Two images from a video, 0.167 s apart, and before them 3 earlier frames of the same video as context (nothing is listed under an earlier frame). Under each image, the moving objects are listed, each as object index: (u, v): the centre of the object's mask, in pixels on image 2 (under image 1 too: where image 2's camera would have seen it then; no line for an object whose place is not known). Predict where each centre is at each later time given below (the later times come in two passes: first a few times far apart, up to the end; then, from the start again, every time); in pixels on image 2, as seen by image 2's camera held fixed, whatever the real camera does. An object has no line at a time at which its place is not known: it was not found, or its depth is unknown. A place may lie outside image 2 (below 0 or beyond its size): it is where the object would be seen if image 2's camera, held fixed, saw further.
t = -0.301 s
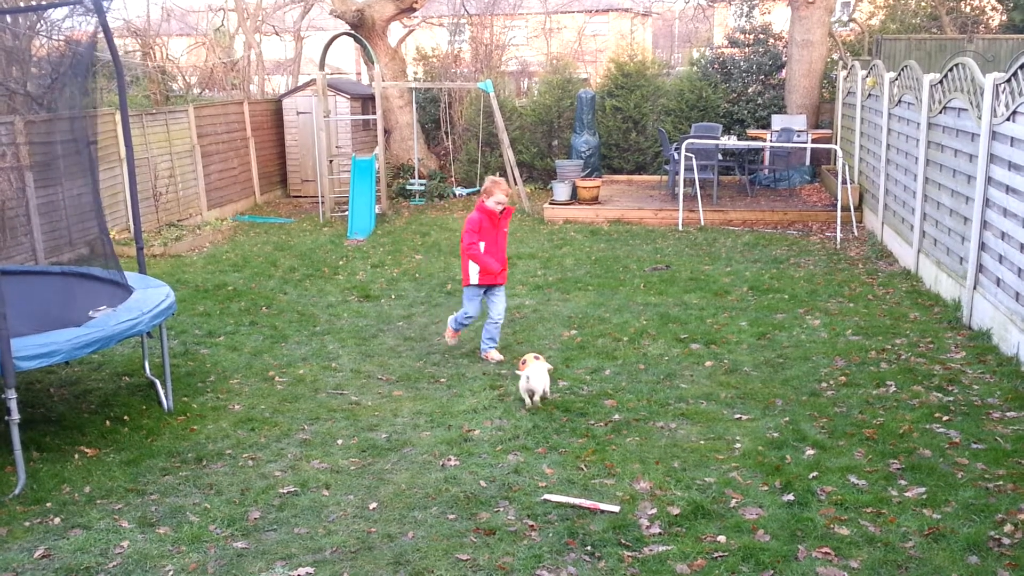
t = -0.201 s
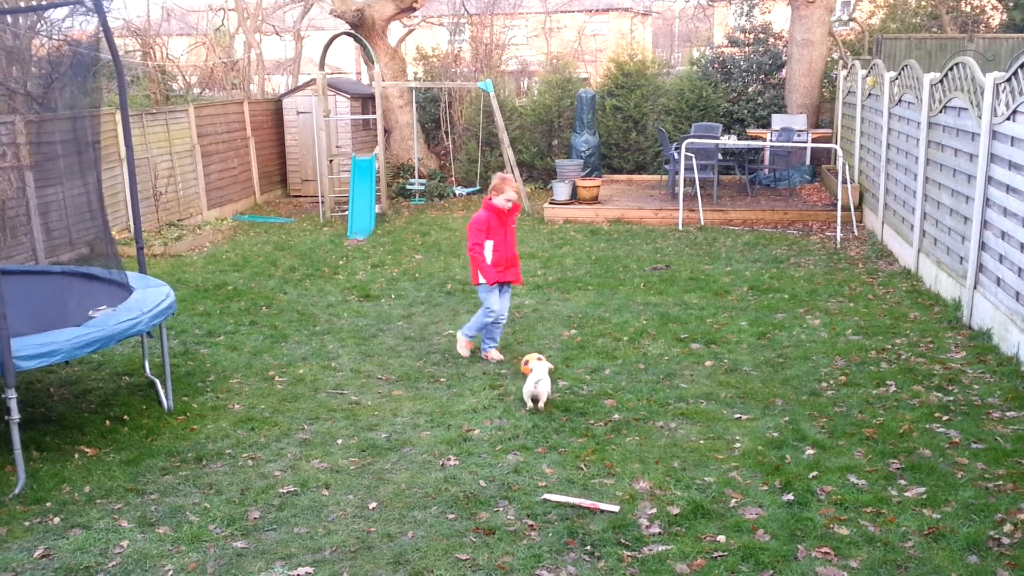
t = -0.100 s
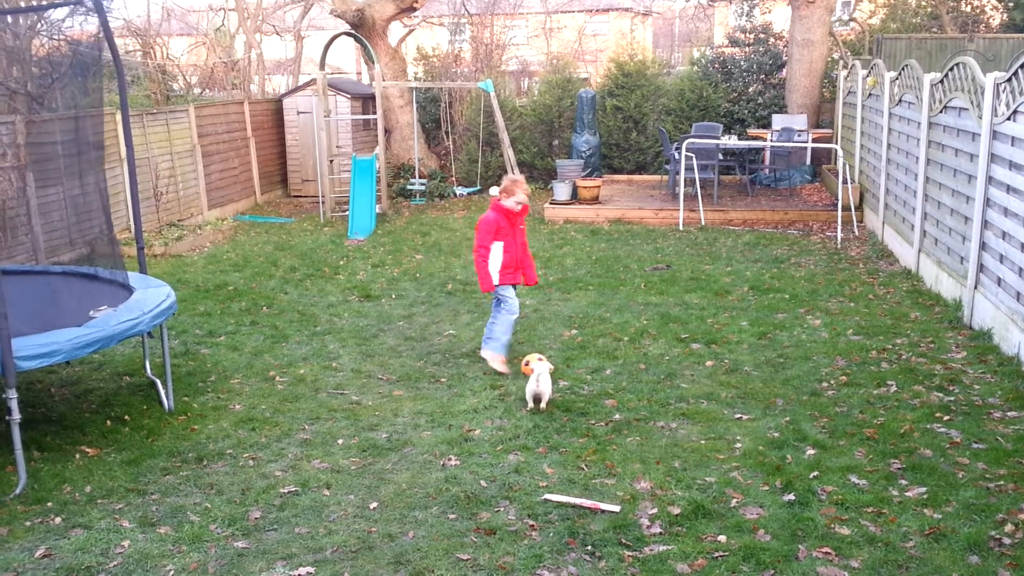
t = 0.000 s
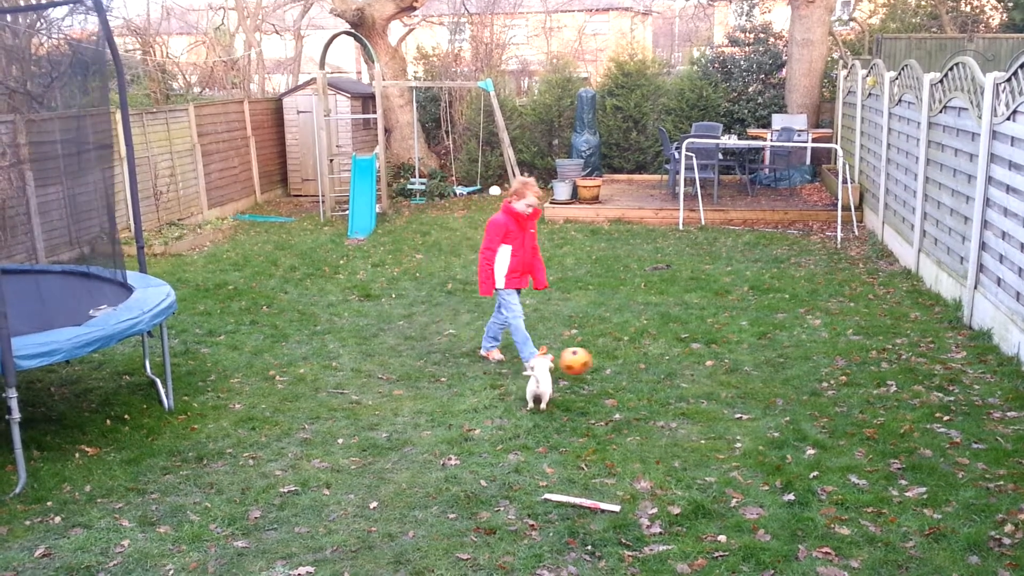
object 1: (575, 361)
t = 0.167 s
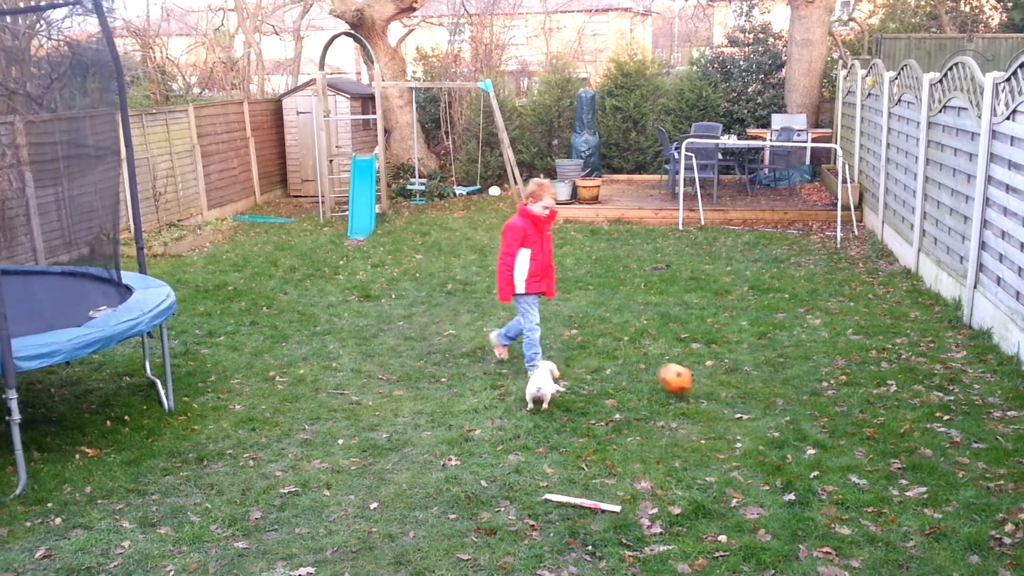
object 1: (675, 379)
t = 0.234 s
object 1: (712, 385)
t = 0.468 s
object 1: (793, 392)
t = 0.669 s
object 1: (830, 399)
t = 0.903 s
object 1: (868, 407)
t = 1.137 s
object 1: (896, 409)
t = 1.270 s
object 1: (910, 410)
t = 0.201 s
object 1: (696, 386)
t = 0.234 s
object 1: (712, 385)
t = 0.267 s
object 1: (727, 386)
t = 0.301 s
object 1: (743, 388)
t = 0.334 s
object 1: (759, 391)
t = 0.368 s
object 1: (772, 393)
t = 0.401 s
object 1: (778, 391)
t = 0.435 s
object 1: (786, 391)
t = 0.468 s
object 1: (793, 392)
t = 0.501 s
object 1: (800, 395)
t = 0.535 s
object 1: (806, 398)
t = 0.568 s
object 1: (813, 398)
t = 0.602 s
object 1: (818, 398)
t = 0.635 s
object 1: (824, 399)
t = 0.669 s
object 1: (830, 399)
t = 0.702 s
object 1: (835, 400)
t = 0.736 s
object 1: (841, 402)
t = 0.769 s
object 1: (846, 404)
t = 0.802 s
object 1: (852, 405)
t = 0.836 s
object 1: (858, 405)
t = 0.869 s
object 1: (863, 407)
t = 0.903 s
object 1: (868, 407)
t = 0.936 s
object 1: (873, 407)
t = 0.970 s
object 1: (877, 407)
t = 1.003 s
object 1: (882, 407)
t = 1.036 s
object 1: (885, 407)
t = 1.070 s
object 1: (889, 407)
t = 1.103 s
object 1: (893, 408)
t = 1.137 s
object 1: (896, 409)
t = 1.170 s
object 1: (900, 409)
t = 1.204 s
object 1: (904, 410)
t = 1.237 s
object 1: (907, 410)
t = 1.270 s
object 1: (910, 410)
